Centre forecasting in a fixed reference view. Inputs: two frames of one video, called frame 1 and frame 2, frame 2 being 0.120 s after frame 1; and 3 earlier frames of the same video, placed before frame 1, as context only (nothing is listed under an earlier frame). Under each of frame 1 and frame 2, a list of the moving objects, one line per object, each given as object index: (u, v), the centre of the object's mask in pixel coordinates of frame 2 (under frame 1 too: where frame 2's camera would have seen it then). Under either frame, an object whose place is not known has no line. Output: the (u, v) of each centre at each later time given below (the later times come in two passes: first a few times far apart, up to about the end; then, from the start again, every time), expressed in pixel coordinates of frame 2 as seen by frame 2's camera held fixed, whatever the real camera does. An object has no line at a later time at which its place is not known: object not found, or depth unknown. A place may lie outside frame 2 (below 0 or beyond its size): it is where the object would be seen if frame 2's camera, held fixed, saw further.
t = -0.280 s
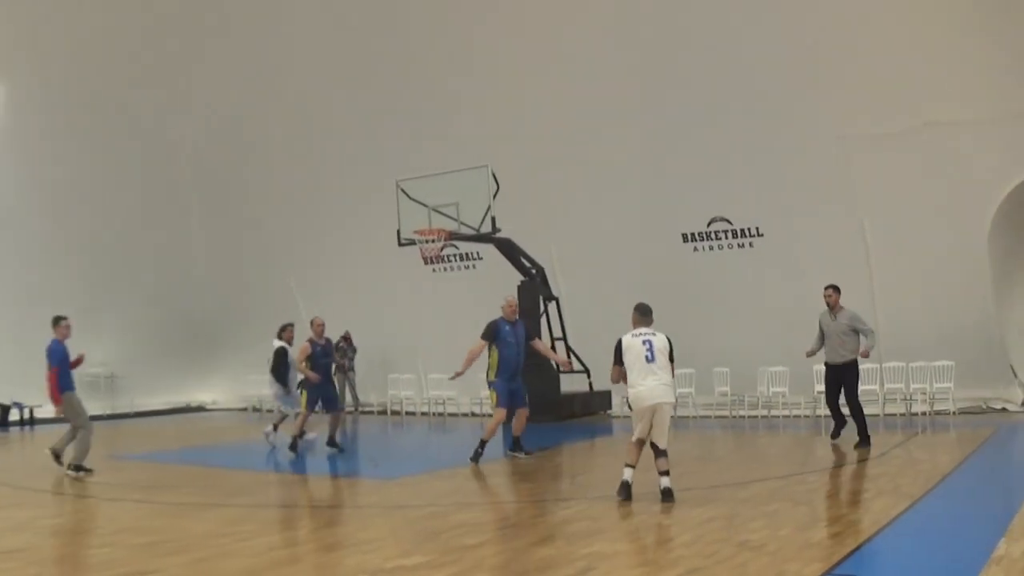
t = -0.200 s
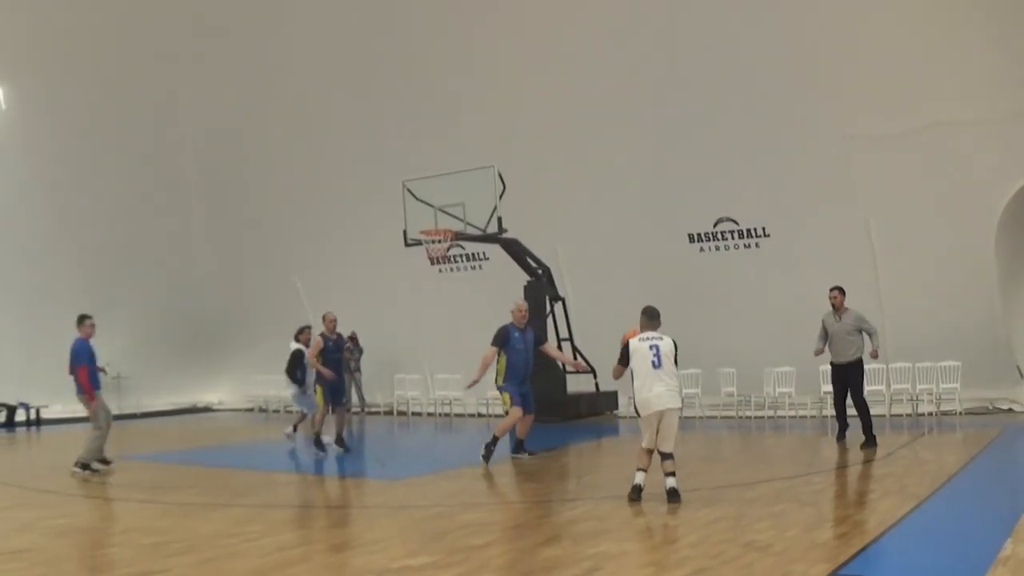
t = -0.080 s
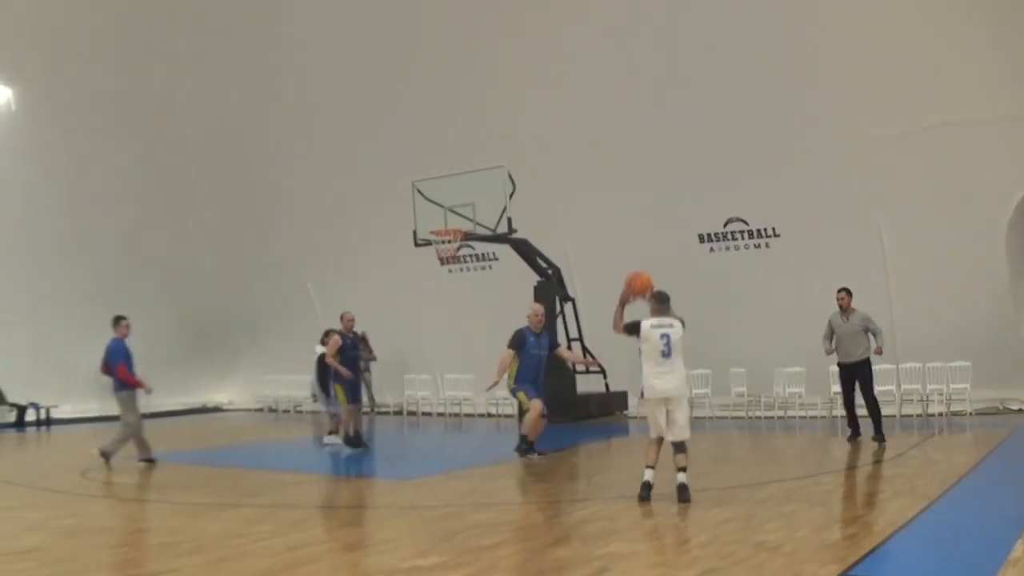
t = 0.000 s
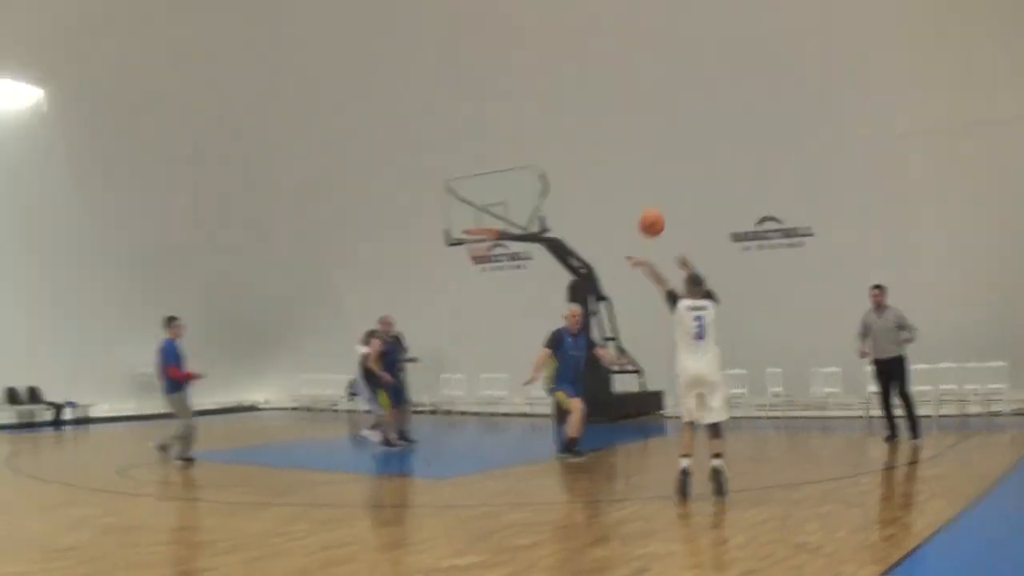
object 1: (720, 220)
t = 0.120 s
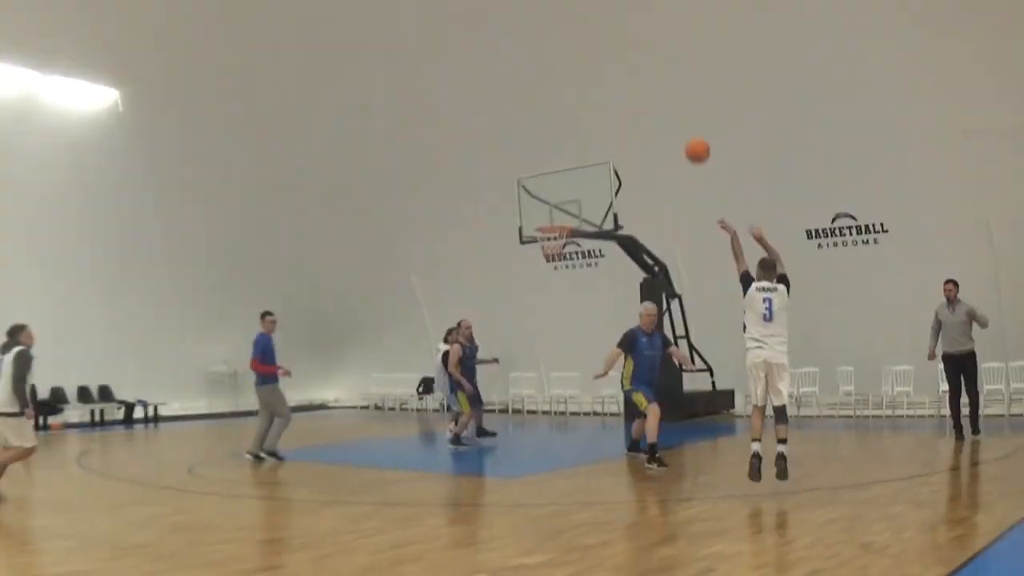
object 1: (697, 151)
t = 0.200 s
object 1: (680, 115)
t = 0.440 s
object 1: (640, 61)
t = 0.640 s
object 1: (615, 56)
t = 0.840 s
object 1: (594, 81)
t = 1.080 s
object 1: (575, 142)
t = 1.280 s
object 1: (562, 216)
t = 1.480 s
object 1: (544, 201)
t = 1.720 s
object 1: (514, 203)
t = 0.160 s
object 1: (689, 132)
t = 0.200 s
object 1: (680, 115)
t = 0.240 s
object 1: (673, 102)
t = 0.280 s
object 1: (664, 90)
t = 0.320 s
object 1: (657, 80)
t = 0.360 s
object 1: (651, 72)
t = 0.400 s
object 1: (645, 65)
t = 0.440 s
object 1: (640, 61)
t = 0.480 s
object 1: (634, 57)
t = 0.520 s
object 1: (629, 55)
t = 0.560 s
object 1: (624, 54)
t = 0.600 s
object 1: (619, 55)
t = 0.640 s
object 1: (615, 56)
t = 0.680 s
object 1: (610, 59)
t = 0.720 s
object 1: (606, 63)
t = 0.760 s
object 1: (602, 68)
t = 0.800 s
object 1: (598, 74)
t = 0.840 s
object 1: (594, 81)
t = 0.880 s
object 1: (591, 89)
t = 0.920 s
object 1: (588, 98)
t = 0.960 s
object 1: (584, 107)
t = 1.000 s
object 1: (581, 118)
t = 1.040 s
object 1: (578, 130)
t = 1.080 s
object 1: (575, 142)
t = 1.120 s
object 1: (572, 156)
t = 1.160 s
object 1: (569, 169)
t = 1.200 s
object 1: (566, 185)
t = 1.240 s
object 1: (564, 199)
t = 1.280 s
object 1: (562, 216)
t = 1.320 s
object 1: (559, 216)
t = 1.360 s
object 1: (555, 212)
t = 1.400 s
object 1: (551, 207)
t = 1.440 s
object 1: (548, 204)
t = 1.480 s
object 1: (544, 201)
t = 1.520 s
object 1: (541, 200)
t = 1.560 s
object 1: (535, 199)
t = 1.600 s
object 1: (529, 198)
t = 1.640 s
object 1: (524, 199)
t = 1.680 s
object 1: (519, 200)
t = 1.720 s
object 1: (514, 203)
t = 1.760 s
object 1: (508, 206)
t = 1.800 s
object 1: (503, 211)
